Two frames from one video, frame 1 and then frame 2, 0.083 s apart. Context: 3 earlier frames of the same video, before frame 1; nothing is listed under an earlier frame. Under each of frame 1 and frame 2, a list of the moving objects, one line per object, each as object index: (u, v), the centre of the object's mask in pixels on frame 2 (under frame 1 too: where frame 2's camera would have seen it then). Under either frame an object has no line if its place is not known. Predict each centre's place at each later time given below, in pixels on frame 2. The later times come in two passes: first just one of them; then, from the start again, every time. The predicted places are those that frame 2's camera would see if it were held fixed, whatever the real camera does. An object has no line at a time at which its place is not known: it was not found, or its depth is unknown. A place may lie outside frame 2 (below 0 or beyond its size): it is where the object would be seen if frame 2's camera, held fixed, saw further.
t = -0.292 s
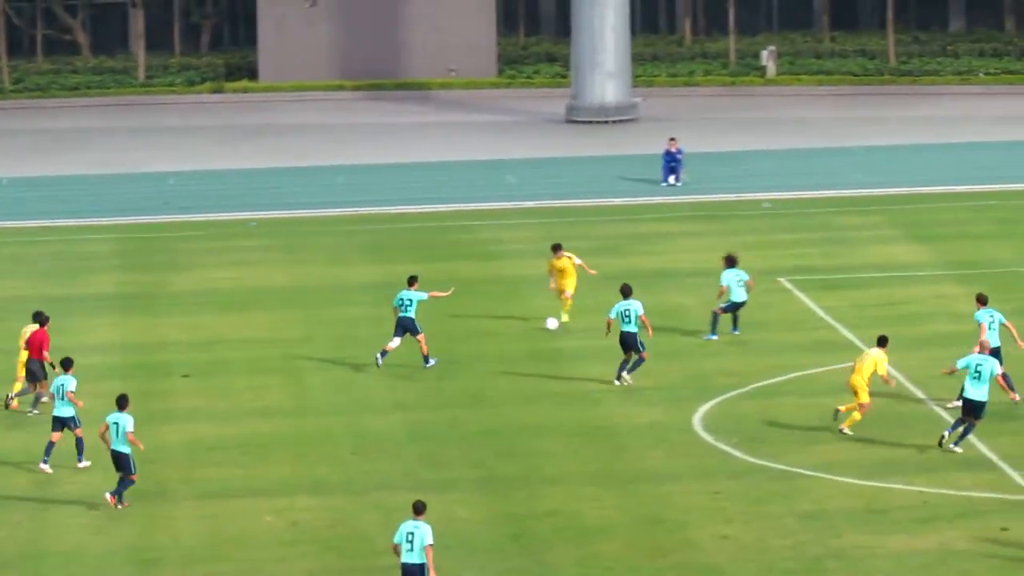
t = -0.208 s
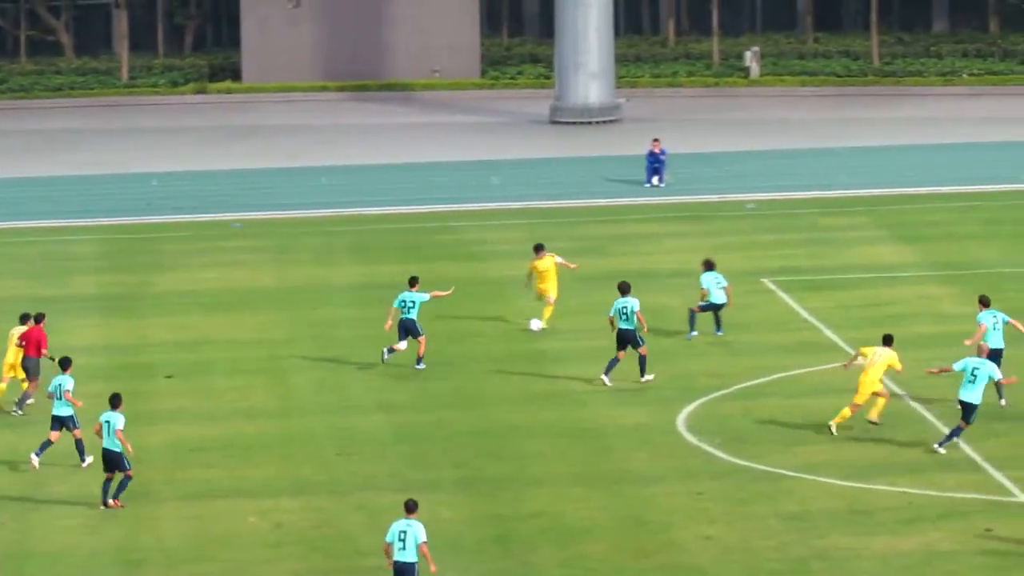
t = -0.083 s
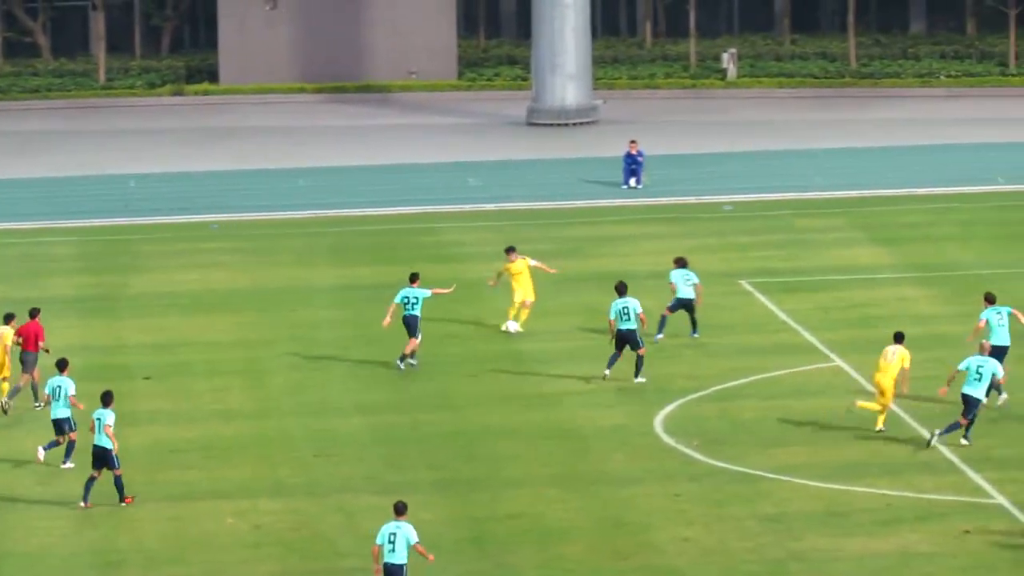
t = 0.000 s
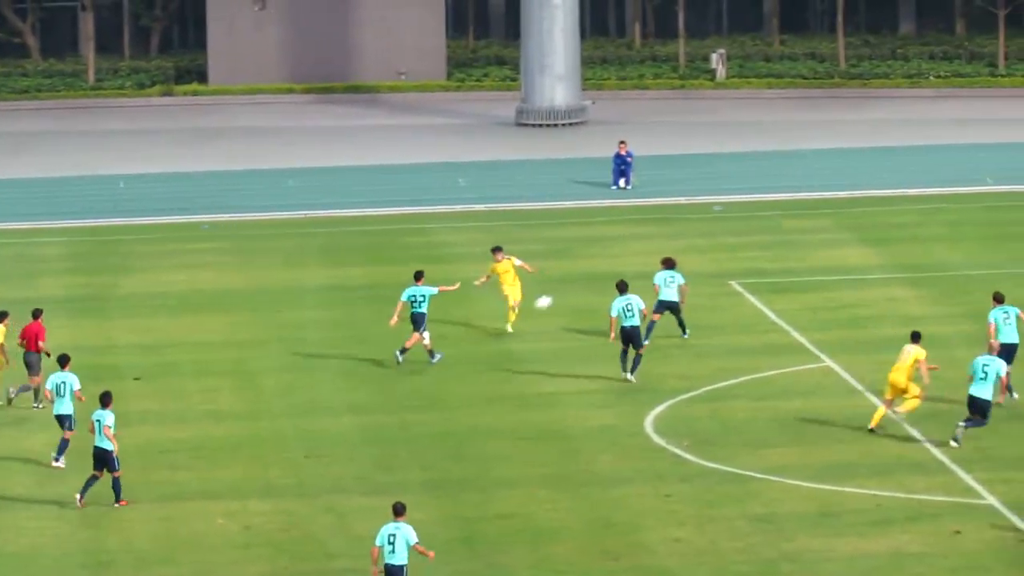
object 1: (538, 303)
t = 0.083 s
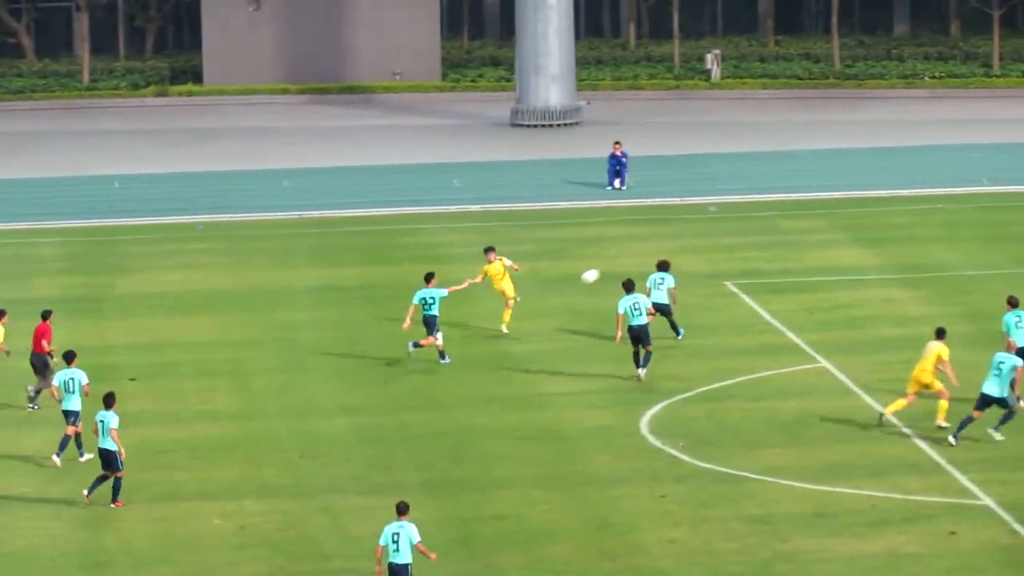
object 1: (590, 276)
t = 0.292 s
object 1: (724, 225)
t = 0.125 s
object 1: (616, 264)
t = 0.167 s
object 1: (642, 252)
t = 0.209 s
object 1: (669, 243)
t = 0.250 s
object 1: (696, 233)
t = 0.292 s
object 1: (724, 225)
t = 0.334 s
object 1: (753, 219)
